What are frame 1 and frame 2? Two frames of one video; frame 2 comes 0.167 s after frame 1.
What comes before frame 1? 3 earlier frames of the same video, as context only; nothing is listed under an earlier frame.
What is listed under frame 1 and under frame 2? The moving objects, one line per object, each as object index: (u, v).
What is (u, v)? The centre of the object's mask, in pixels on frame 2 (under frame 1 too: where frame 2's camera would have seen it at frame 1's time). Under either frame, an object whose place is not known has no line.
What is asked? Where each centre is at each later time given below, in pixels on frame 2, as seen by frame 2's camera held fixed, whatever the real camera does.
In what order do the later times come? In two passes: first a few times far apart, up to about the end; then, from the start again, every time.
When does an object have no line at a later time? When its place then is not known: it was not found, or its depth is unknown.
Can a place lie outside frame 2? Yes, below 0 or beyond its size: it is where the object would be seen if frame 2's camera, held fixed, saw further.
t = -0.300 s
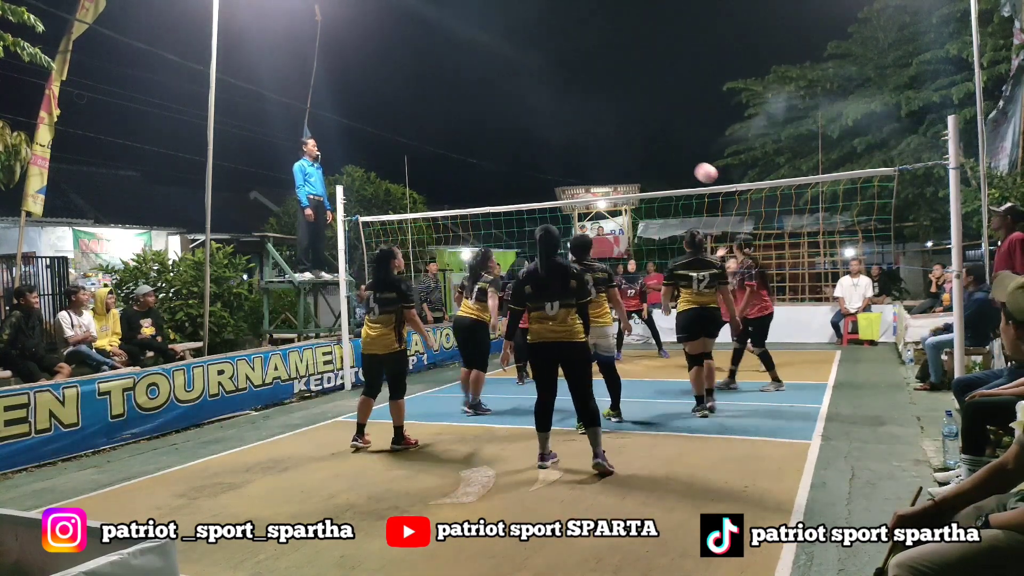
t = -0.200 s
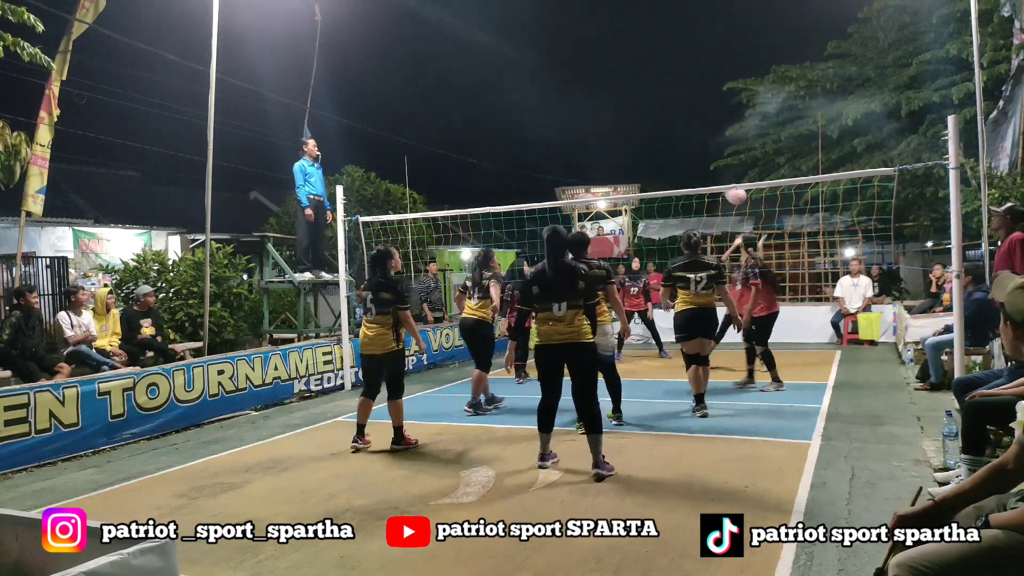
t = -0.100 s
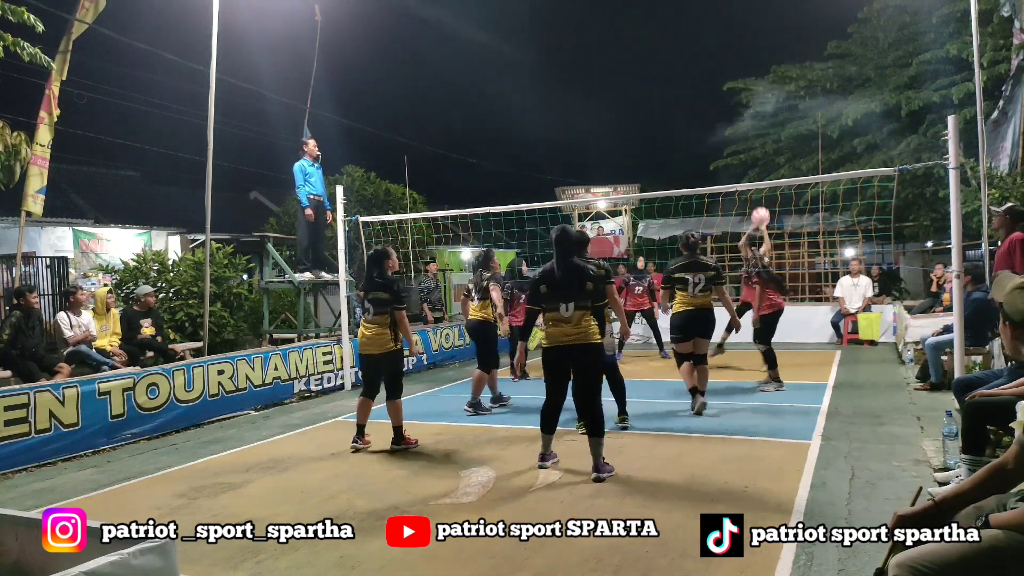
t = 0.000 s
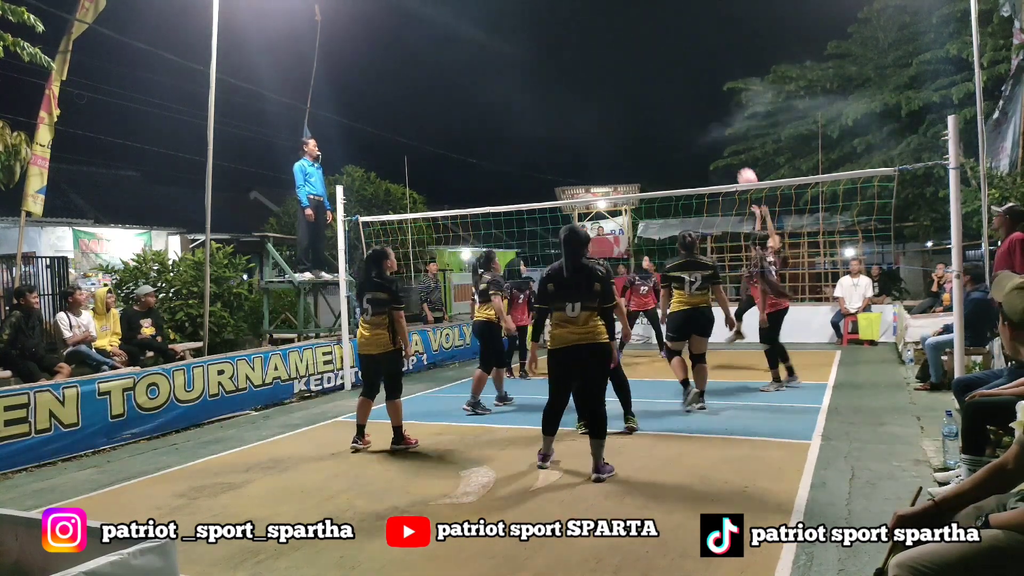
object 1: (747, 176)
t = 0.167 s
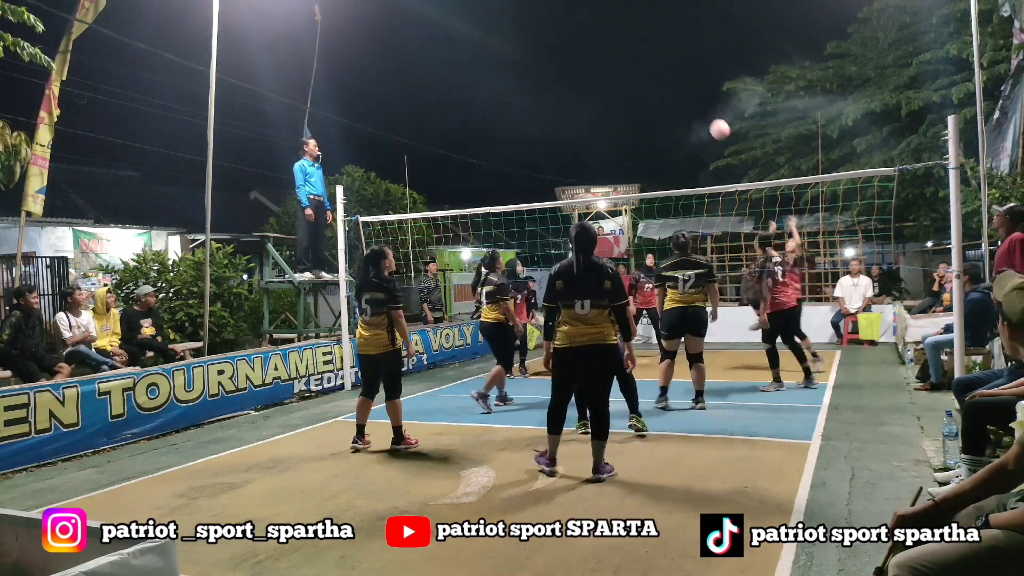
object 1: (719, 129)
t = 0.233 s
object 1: (709, 116)
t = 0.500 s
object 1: (666, 101)
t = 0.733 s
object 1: (630, 135)
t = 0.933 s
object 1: (603, 195)
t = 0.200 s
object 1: (714, 122)
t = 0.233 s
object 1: (709, 116)
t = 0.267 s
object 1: (703, 111)
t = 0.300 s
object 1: (698, 107)
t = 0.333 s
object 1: (693, 104)
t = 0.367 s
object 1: (687, 101)
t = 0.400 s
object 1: (682, 100)
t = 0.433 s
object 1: (677, 99)
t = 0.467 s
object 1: (671, 100)
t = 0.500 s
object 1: (666, 101)
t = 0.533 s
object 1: (661, 103)
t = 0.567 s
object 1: (655, 106)
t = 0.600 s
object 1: (650, 110)
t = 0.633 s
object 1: (645, 115)
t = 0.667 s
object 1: (640, 121)
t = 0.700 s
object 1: (635, 127)
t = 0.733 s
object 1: (630, 135)
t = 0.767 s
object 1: (625, 143)
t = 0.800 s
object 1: (620, 153)
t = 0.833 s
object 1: (616, 163)
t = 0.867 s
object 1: (611, 174)
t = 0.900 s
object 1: (607, 186)
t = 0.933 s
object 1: (603, 195)
